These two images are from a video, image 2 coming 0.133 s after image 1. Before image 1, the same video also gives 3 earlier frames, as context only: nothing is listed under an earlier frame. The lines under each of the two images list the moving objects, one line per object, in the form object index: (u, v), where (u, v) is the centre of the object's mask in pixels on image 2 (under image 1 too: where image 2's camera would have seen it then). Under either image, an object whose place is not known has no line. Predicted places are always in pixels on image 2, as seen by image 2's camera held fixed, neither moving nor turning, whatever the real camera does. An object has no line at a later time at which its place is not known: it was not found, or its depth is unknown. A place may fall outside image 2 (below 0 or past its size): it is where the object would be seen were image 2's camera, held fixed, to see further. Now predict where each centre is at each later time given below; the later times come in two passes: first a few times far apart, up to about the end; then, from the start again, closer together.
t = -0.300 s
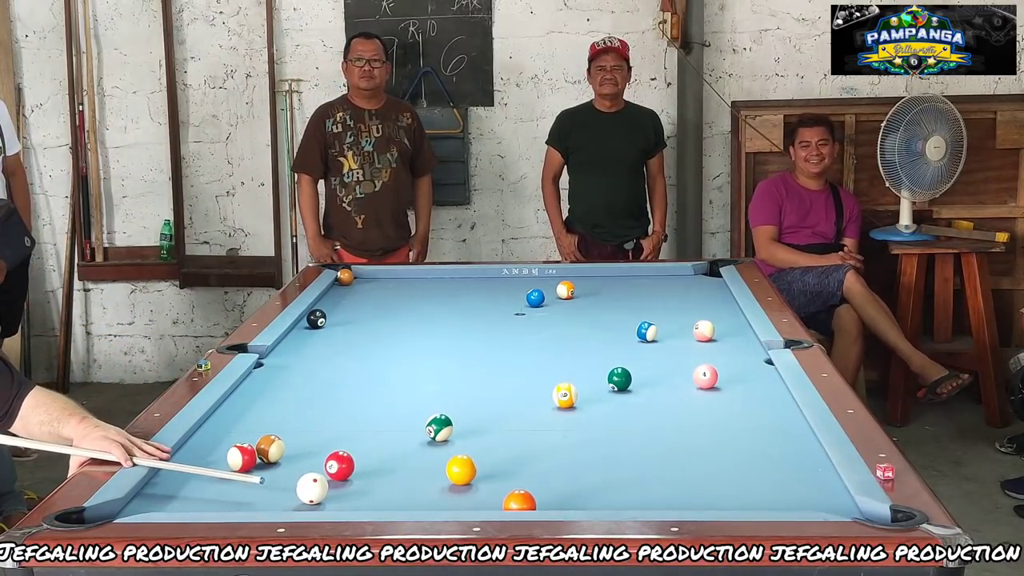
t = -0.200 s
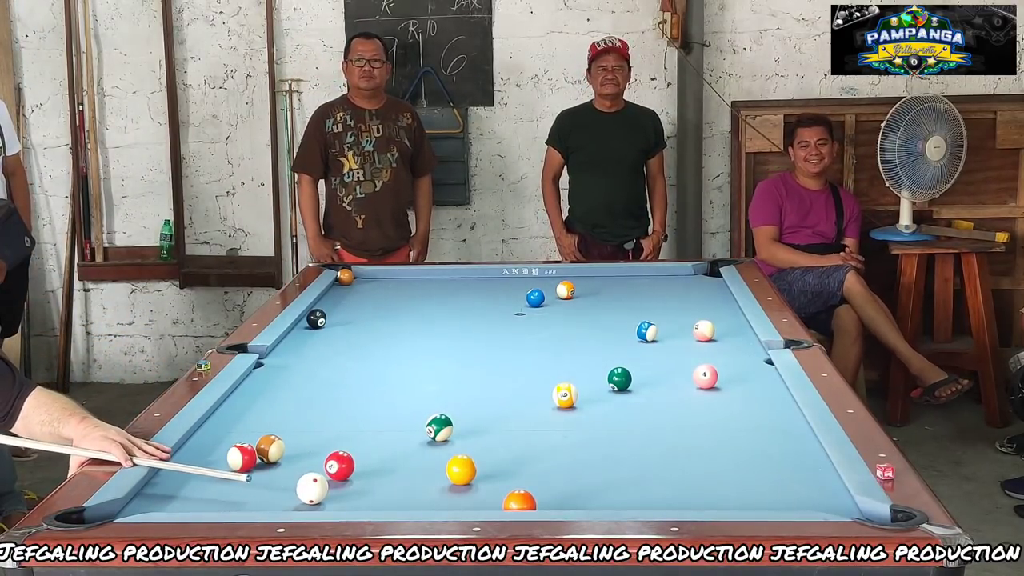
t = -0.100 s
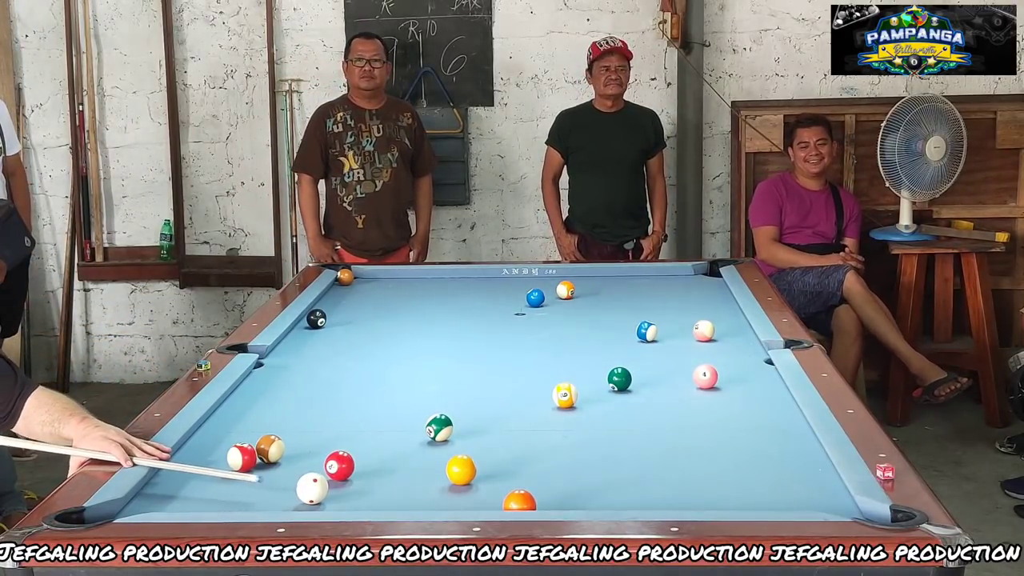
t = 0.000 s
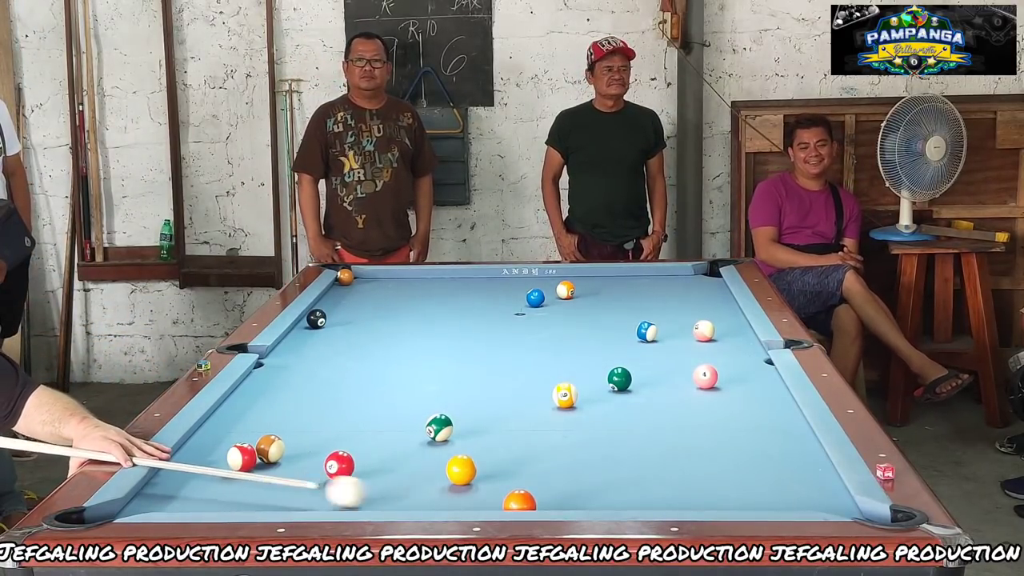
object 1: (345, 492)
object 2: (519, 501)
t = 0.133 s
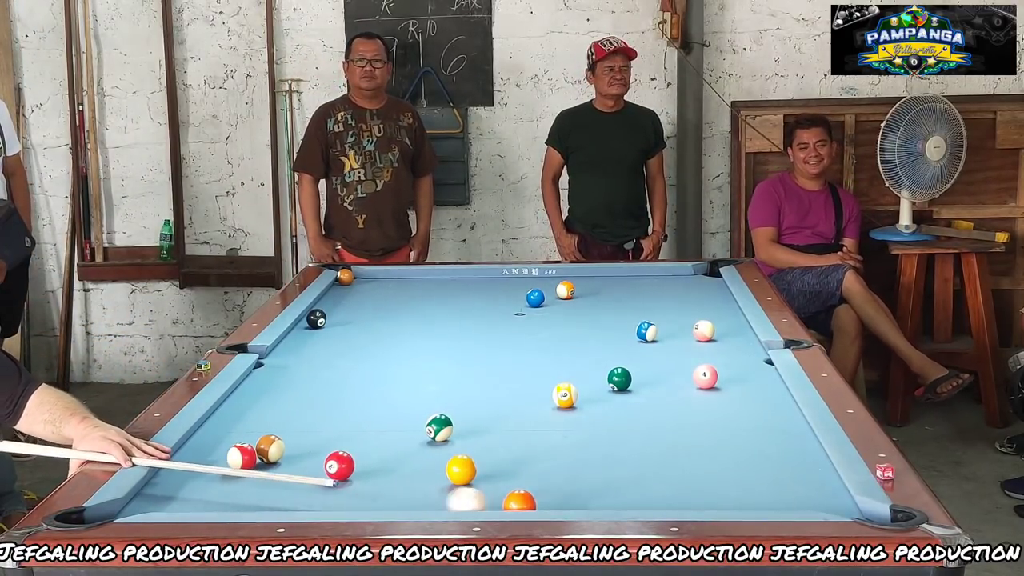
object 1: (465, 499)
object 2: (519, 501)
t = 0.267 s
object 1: (489, 503)
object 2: (605, 502)
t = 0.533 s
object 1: (514, 498)
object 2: (765, 503)
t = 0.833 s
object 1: (540, 490)
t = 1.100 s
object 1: (560, 482)
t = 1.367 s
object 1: (576, 476)
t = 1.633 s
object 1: (589, 471)
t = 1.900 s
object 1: (599, 467)
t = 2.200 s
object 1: (608, 463)
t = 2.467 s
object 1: (613, 461)
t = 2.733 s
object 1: (615, 460)
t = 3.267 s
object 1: (614, 459)
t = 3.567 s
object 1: (613, 459)
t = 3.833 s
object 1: (613, 459)
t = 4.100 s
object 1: (613, 459)
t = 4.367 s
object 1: (613, 459)
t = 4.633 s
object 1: (613, 459)
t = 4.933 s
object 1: (613, 459)
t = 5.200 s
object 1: (613, 459)
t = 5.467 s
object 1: (613, 459)
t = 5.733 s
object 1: (613, 459)
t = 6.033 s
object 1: (613, 459)
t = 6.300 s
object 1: (613, 459)
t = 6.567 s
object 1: (613, 459)
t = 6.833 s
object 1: (613, 459)
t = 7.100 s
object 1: (613, 459)
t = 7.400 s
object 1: (613, 459)
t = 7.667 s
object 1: (613, 459)
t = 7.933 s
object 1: (613, 459)
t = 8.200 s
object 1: (613, 459)
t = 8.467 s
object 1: (613, 459)
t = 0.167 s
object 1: (486, 501)
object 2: (528, 501)
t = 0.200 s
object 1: (486, 503)
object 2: (555, 501)
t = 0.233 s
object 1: (488, 504)
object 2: (581, 501)
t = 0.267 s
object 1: (489, 503)
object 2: (605, 502)
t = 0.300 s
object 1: (491, 502)
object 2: (628, 502)
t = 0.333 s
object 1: (495, 501)
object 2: (648, 502)
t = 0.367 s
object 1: (498, 501)
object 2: (668, 502)
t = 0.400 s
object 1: (502, 500)
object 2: (688, 502)
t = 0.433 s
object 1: (505, 499)
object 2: (707, 502)
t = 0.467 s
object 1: (508, 499)
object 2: (727, 503)
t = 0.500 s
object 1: (511, 498)
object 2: (746, 503)
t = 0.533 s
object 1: (514, 498)
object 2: (765, 503)
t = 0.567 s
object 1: (517, 497)
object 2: (785, 503)
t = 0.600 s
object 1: (520, 496)
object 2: (805, 503)
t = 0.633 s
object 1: (523, 495)
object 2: (825, 504)
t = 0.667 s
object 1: (526, 495)
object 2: (845, 506)
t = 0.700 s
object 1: (529, 494)
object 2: (864, 509)
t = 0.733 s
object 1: (532, 493)
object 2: (868, 514)
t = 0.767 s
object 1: (535, 492)
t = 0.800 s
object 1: (537, 491)
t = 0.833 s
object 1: (540, 490)
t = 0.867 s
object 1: (543, 489)
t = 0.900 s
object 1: (545, 488)
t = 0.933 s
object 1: (548, 487)
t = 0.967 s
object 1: (550, 486)
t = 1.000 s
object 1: (553, 485)
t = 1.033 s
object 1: (555, 484)
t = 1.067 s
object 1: (557, 483)
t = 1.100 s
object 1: (560, 482)
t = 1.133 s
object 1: (562, 481)
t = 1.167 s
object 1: (564, 481)
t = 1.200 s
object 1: (566, 480)
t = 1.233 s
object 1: (568, 479)
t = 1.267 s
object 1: (570, 478)
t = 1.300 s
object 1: (572, 478)
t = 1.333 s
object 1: (574, 477)
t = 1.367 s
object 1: (576, 476)
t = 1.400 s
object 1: (577, 476)
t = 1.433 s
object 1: (579, 475)
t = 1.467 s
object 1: (581, 474)
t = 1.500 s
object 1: (583, 474)
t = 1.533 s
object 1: (584, 473)
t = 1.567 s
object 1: (586, 472)
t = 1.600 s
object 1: (587, 472)
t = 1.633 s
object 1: (589, 471)
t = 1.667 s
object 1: (590, 471)
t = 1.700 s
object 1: (591, 470)
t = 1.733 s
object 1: (593, 469)
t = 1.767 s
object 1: (594, 469)
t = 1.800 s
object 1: (596, 468)
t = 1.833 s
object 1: (597, 468)
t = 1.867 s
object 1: (598, 467)
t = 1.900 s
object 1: (599, 467)
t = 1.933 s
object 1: (600, 466)
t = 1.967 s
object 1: (601, 466)
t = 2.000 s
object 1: (602, 466)
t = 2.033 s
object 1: (604, 465)
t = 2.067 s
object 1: (605, 465)
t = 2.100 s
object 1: (606, 464)
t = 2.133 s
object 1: (606, 464)
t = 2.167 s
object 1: (607, 464)
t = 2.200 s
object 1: (608, 463)
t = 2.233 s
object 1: (609, 463)
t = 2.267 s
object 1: (610, 463)
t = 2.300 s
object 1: (610, 462)
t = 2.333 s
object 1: (611, 462)
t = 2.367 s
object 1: (611, 462)
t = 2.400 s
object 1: (612, 462)
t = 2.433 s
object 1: (613, 461)
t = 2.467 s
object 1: (613, 461)
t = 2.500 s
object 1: (613, 461)
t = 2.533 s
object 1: (614, 461)
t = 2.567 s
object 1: (614, 461)
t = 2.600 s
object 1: (615, 460)
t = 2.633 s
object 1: (615, 460)
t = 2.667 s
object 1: (615, 460)
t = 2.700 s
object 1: (615, 460)
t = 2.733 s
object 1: (615, 460)
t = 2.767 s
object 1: (615, 460)
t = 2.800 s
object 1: (615, 460)
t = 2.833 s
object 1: (618, 459)
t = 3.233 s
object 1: (606, 458)
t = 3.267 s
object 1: (614, 459)
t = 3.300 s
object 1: (613, 459)
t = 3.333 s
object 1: (613, 459)
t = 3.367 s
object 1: (614, 459)
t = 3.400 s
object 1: (614, 459)
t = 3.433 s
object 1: (614, 459)
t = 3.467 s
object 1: (613, 459)
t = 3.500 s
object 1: (613, 459)
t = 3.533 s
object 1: (613, 459)
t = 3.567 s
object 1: (613, 459)
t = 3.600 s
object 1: (613, 459)
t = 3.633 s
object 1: (613, 459)
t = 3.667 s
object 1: (613, 459)
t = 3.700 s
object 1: (613, 459)
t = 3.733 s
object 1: (613, 459)
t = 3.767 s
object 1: (613, 459)
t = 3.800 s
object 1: (613, 459)
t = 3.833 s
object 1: (613, 459)
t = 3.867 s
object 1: (613, 459)
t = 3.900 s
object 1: (613, 459)
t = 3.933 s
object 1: (613, 459)
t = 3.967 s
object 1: (613, 459)
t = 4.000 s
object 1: (613, 459)
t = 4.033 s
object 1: (613, 459)
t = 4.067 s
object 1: (613, 459)
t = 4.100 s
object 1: (613, 459)
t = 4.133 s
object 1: (613, 459)
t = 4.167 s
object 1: (613, 459)
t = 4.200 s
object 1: (613, 459)
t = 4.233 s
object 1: (613, 459)
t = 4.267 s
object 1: (613, 459)
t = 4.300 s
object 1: (613, 459)
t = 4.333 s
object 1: (613, 459)
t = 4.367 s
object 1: (613, 459)
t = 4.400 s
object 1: (613, 459)
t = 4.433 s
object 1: (613, 459)
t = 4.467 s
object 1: (613, 459)
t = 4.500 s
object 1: (613, 459)
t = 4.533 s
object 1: (613, 459)
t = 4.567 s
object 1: (613, 459)
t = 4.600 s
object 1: (613, 459)
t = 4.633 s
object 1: (613, 459)
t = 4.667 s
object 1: (613, 459)
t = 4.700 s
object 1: (613, 459)
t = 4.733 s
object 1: (613, 459)
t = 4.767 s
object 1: (613, 459)
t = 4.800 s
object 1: (613, 459)
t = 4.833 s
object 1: (613, 459)
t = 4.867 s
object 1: (613, 459)
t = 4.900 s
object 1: (613, 459)
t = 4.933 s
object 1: (613, 459)
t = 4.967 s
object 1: (613, 459)
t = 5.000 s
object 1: (613, 459)
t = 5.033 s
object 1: (613, 459)
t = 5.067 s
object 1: (613, 459)
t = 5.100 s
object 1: (613, 459)
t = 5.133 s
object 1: (613, 459)
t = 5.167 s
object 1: (613, 459)
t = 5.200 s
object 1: (613, 459)
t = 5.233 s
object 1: (613, 459)
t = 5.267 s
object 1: (613, 459)
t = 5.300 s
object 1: (613, 459)
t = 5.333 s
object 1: (613, 459)
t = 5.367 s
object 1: (613, 459)
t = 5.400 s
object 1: (613, 459)
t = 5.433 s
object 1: (613, 459)
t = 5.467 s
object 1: (613, 459)
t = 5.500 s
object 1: (613, 459)
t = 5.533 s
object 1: (613, 459)
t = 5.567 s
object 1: (613, 459)
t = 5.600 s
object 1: (613, 459)
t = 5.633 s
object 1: (613, 459)
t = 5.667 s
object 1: (613, 459)
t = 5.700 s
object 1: (613, 459)
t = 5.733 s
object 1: (613, 459)
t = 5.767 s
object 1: (613, 459)
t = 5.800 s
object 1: (613, 459)
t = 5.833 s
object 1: (613, 459)
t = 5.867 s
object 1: (613, 459)
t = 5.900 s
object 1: (613, 459)
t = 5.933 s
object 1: (613, 459)
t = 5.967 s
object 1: (613, 459)
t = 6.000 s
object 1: (613, 459)
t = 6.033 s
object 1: (613, 459)
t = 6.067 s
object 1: (613, 459)
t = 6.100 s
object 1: (613, 459)
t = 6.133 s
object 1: (613, 459)
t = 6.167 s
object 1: (613, 459)
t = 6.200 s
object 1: (613, 459)
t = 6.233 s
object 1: (613, 459)
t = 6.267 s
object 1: (613, 459)
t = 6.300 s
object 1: (613, 459)
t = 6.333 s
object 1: (613, 459)
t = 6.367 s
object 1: (613, 459)
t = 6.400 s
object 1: (613, 459)
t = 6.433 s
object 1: (613, 459)
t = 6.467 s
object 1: (613, 459)
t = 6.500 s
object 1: (613, 459)
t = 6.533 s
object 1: (613, 459)
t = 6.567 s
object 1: (613, 459)
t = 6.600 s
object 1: (613, 459)
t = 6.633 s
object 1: (613, 459)
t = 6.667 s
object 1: (613, 459)
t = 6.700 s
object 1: (613, 459)
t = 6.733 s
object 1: (613, 459)
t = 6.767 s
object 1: (613, 459)
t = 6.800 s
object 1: (613, 459)
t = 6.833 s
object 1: (613, 459)
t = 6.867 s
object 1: (613, 459)
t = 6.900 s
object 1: (613, 459)
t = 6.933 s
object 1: (613, 459)
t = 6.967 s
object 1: (613, 459)
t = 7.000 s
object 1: (613, 459)
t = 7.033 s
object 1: (613, 459)
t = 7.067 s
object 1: (613, 459)
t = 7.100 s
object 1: (613, 459)
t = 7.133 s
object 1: (613, 459)
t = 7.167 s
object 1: (613, 459)
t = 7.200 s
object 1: (613, 459)
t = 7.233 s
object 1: (613, 459)
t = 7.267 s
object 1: (613, 459)
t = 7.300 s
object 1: (613, 459)
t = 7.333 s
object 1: (613, 459)
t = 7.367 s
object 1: (613, 459)
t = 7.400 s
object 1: (613, 459)
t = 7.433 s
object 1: (613, 459)
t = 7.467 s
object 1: (613, 459)
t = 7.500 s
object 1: (613, 459)
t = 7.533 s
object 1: (613, 459)
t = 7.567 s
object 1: (613, 459)
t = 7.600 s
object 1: (613, 459)
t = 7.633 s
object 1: (613, 459)
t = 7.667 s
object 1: (613, 459)
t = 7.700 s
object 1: (613, 459)
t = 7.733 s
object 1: (613, 459)
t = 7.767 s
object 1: (613, 459)
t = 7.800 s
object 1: (613, 459)
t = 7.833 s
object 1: (613, 459)
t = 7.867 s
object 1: (613, 459)
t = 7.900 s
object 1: (613, 459)
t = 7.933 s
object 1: (613, 459)
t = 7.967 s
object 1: (613, 459)
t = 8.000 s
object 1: (613, 459)
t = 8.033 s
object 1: (613, 459)
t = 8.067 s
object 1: (613, 459)
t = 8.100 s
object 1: (613, 459)
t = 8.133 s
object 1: (613, 459)
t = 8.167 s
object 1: (613, 459)
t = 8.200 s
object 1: (613, 459)
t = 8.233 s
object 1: (613, 459)
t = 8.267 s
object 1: (613, 459)
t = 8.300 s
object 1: (613, 459)
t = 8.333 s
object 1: (613, 459)
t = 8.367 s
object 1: (613, 459)
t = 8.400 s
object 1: (613, 459)
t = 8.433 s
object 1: (613, 459)
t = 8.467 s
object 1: (613, 459)
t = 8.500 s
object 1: (613, 459)
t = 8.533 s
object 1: (613, 459)
